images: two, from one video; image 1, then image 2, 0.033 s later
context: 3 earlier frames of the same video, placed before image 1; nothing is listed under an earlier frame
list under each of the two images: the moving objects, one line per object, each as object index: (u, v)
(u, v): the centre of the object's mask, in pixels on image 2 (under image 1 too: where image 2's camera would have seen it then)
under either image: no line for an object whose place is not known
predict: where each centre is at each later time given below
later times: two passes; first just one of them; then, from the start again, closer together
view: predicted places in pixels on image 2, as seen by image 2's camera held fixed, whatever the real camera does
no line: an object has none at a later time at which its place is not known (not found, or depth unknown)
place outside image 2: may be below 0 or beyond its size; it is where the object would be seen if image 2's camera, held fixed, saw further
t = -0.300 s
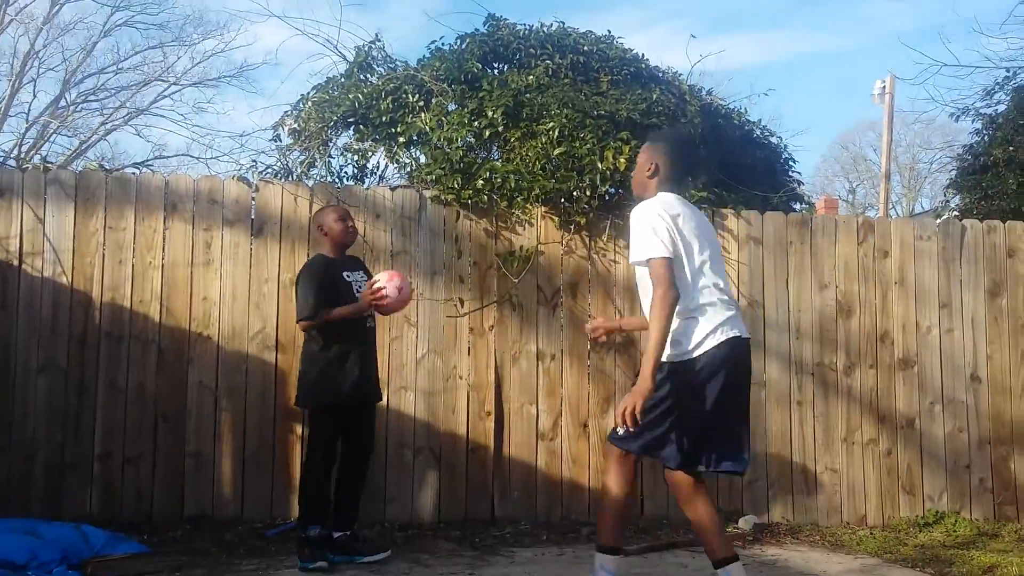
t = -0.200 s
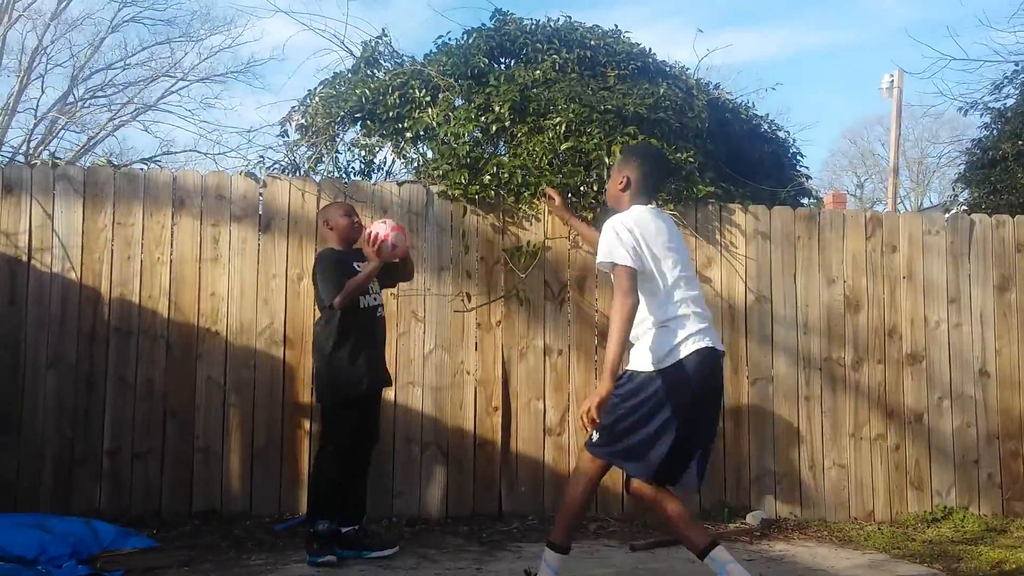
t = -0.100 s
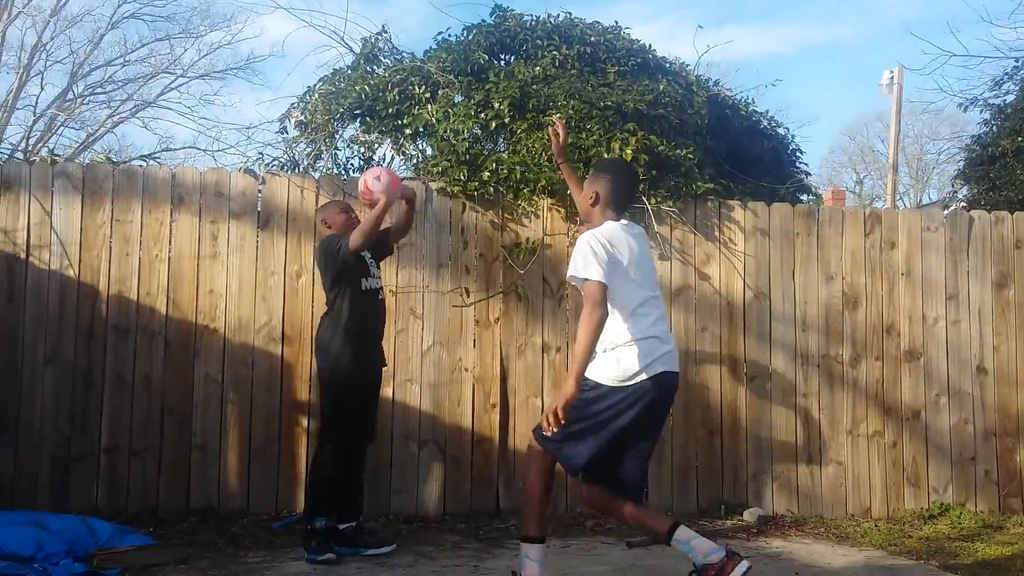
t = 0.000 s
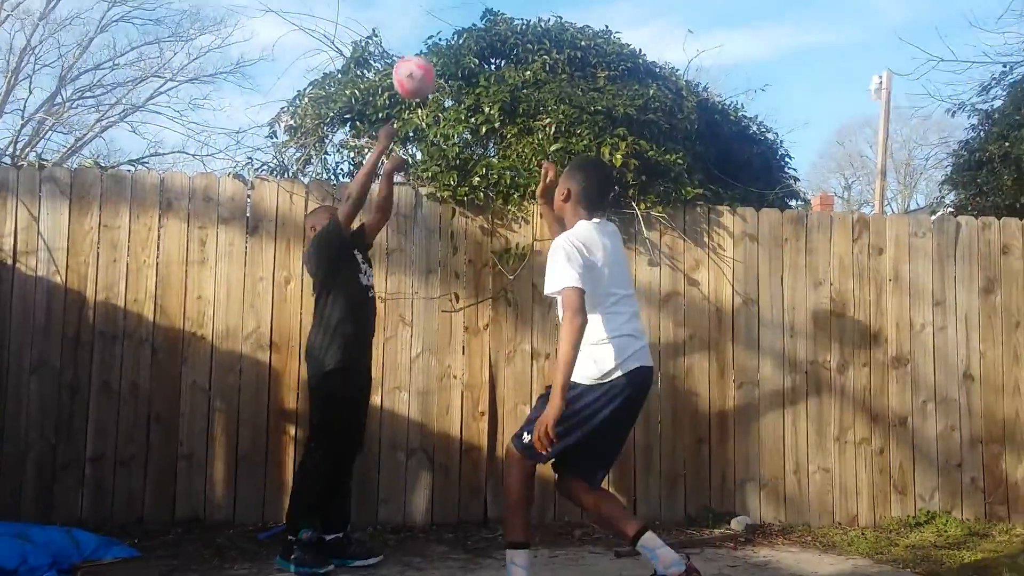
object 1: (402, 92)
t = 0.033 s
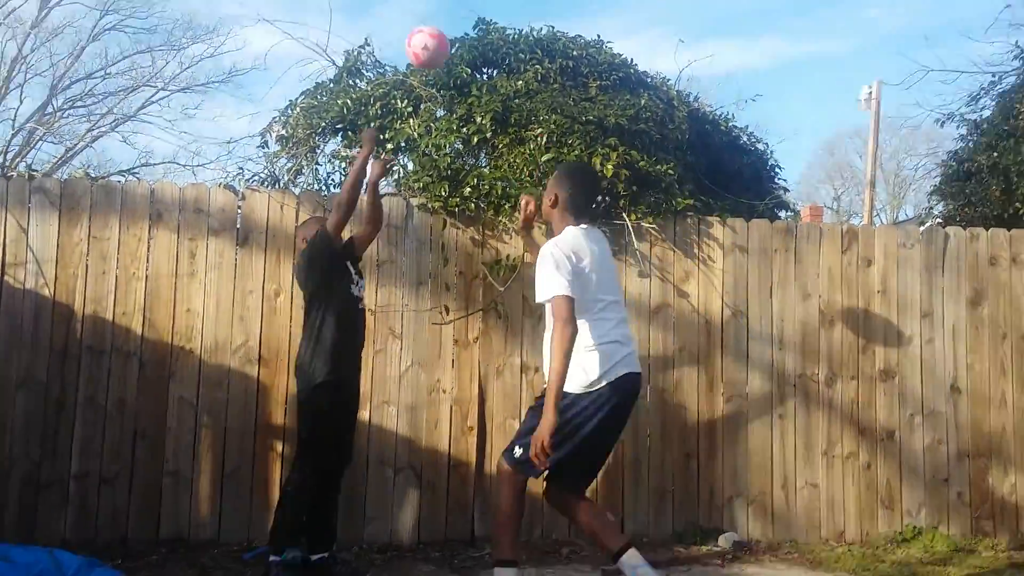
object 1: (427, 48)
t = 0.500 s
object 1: (810, -342)
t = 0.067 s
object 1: (456, 1)
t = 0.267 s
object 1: (603, -197)
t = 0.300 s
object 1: (626, -225)
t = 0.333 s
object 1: (648, -247)
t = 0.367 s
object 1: (668, -260)
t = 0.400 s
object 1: (694, -275)
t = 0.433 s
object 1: (730, -295)
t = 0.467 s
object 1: (774, -324)
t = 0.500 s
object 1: (810, -342)
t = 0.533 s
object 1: (841, -349)
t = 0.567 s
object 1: (872, -351)
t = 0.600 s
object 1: (904, -355)
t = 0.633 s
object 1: (942, -355)
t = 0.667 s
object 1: (980, -354)
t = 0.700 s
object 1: (1016, -347)
